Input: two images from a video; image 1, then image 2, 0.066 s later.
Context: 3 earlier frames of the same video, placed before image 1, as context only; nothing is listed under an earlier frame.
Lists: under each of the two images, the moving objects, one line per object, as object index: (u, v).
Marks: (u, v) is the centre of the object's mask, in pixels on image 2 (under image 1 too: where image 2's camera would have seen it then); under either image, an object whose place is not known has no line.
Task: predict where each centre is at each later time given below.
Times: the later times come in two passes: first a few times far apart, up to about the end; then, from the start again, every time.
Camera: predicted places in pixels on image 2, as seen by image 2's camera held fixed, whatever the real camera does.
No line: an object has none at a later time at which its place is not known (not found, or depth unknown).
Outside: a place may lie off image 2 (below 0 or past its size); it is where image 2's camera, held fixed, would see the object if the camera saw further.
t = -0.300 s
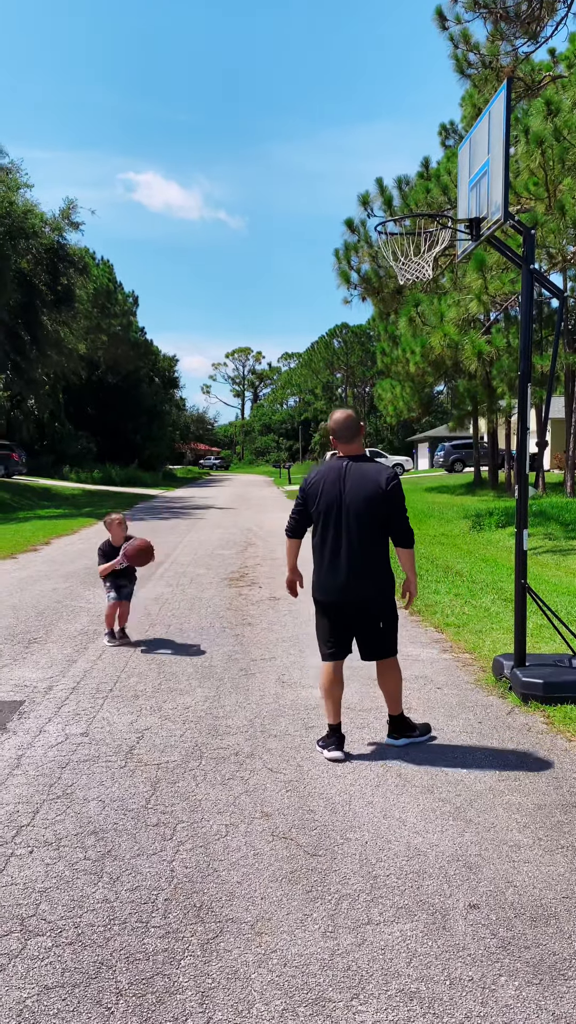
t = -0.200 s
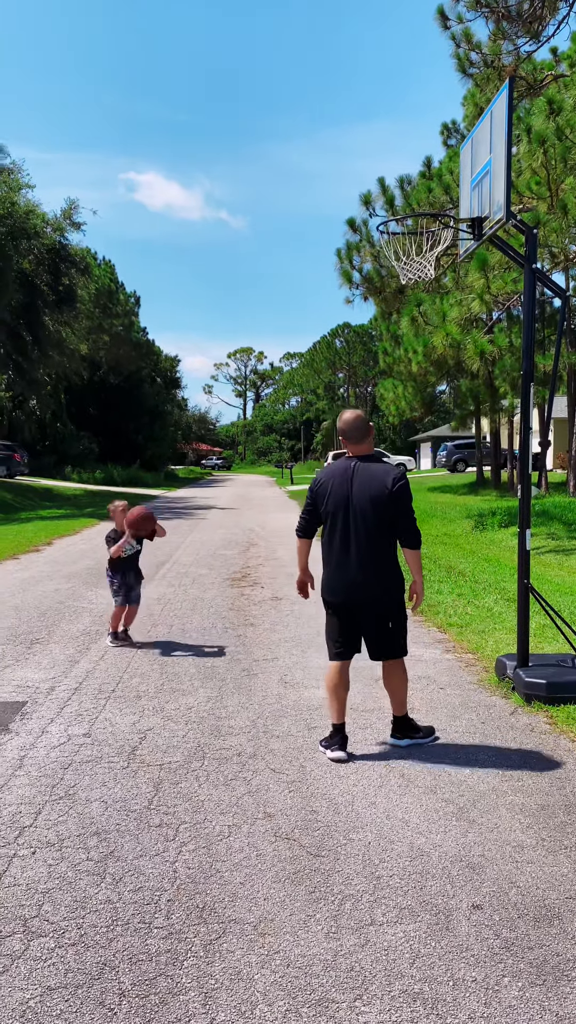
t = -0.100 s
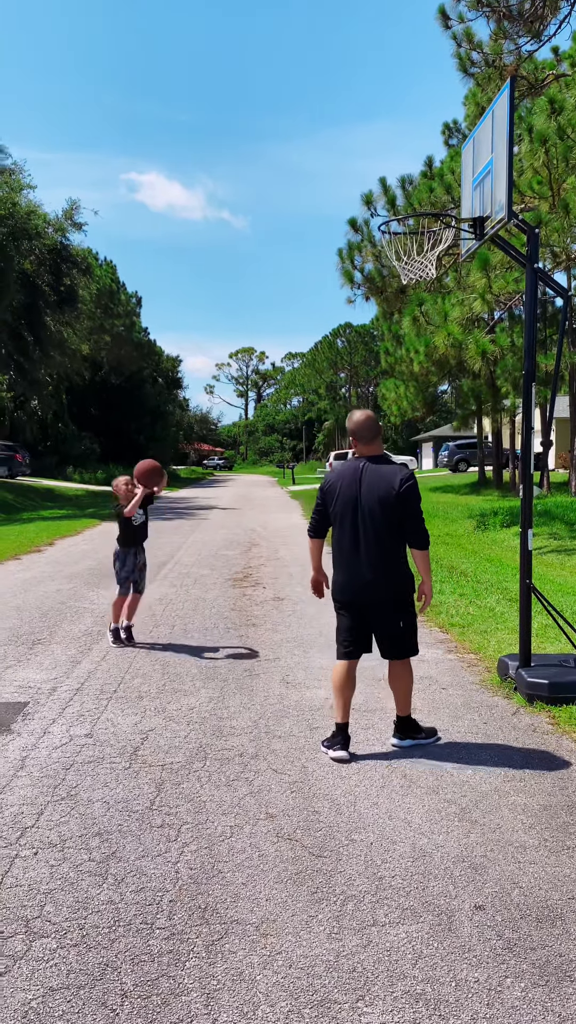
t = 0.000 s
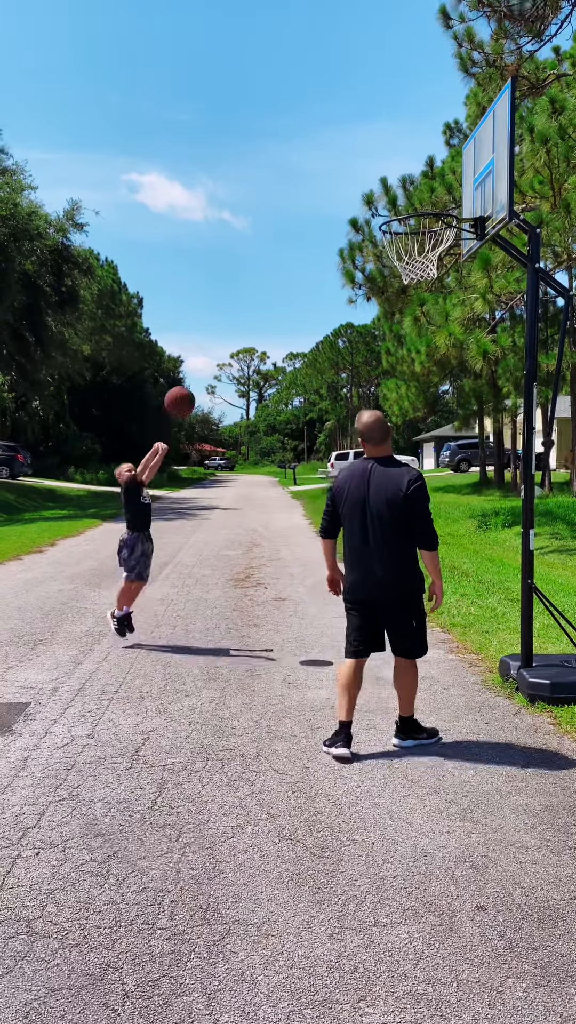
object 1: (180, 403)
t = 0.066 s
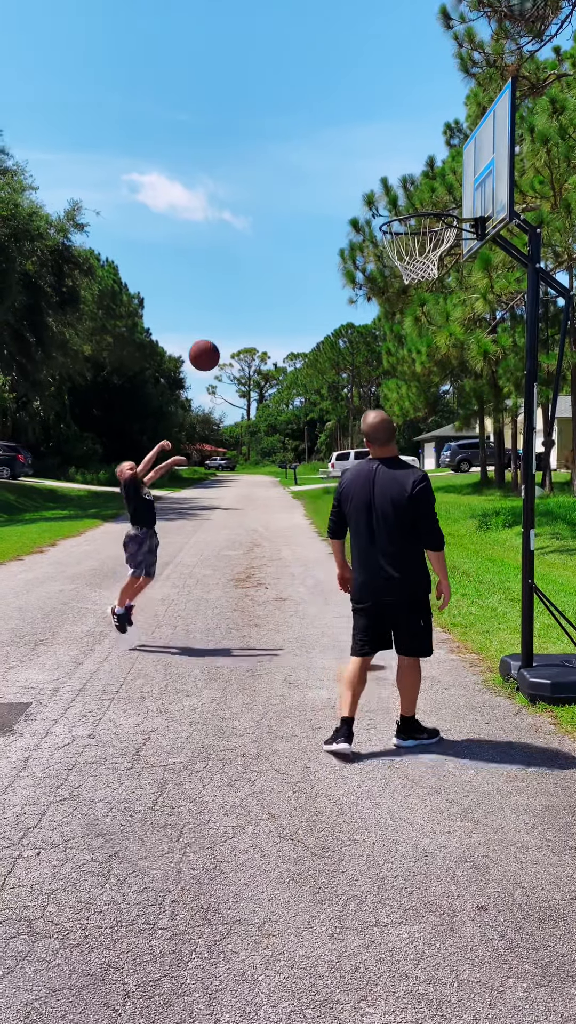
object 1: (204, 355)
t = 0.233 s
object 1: (267, 260)
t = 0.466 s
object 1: (366, 181)
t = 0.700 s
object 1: (453, 175)
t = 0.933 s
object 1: (409, 236)
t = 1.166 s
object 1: (435, 294)
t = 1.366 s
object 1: (455, 380)
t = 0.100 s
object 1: (216, 334)
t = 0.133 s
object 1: (229, 314)
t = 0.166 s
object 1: (241, 294)
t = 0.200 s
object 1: (254, 277)
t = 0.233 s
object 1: (267, 260)
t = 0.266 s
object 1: (281, 244)
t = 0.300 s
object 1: (294, 230)
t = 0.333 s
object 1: (308, 217)
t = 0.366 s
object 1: (322, 206)
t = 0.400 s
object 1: (337, 196)
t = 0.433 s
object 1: (351, 187)
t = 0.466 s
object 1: (366, 181)
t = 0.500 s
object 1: (381, 175)
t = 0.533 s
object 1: (396, 171)
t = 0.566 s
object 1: (411, 169)
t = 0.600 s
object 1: (427, 168)
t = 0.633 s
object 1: (442, 169)
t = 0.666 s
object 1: (459, 172)
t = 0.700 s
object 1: (453, 175)
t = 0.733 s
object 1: (445, 179)
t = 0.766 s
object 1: (436, 186)
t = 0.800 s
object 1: (427, 194)
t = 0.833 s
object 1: (418, 202)
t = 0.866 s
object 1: (409, 216)
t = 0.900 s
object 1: (407, 226)
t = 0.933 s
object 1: (409, 236)
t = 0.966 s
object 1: (410, 241)
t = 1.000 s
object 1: (418, 260)
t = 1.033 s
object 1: (419, 269)
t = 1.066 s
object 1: (422, 274)
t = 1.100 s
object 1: (426, 280)
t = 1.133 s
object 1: (430, 286)
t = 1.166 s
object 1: (435, 294)
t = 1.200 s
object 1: (439, 304)
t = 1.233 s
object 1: (441, 316)
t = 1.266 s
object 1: (446, 330)
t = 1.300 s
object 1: (448, 345)
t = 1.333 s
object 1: (451, 362)
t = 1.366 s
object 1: (455, 380)
